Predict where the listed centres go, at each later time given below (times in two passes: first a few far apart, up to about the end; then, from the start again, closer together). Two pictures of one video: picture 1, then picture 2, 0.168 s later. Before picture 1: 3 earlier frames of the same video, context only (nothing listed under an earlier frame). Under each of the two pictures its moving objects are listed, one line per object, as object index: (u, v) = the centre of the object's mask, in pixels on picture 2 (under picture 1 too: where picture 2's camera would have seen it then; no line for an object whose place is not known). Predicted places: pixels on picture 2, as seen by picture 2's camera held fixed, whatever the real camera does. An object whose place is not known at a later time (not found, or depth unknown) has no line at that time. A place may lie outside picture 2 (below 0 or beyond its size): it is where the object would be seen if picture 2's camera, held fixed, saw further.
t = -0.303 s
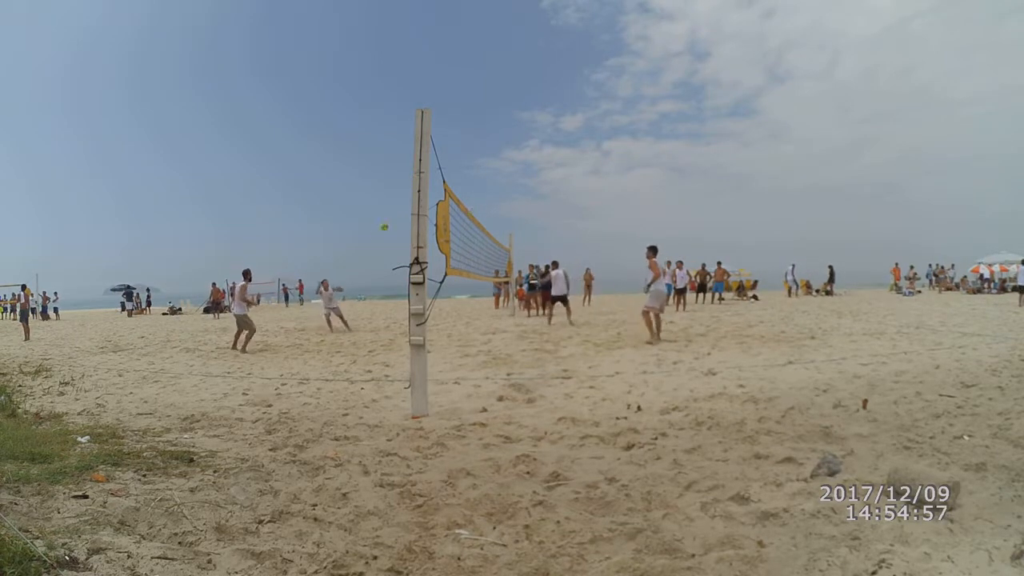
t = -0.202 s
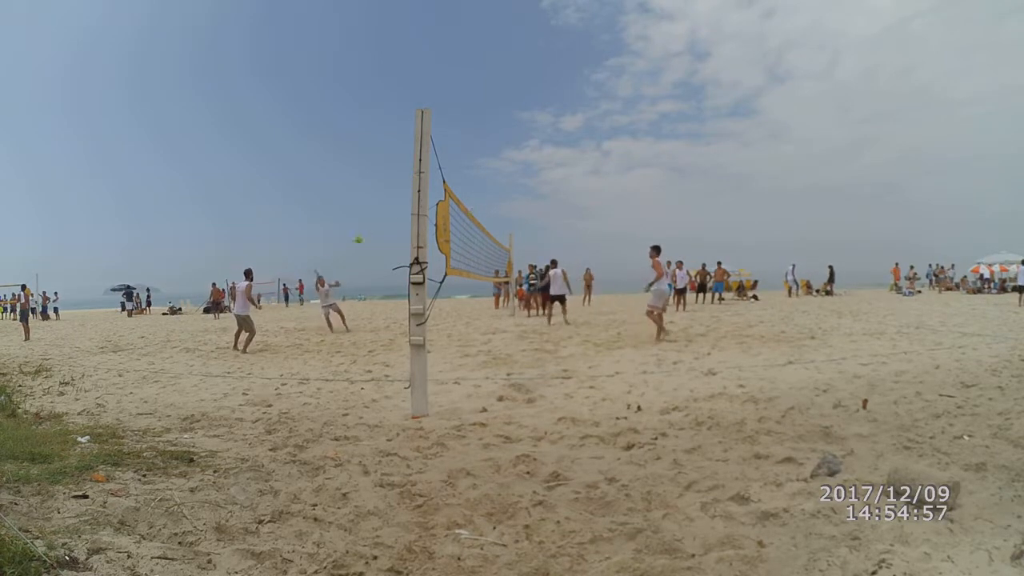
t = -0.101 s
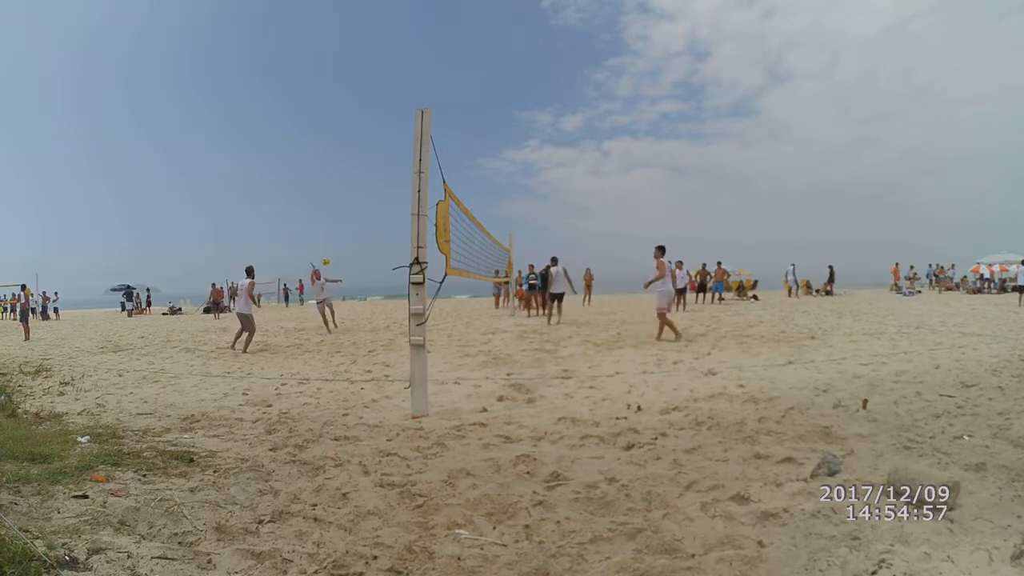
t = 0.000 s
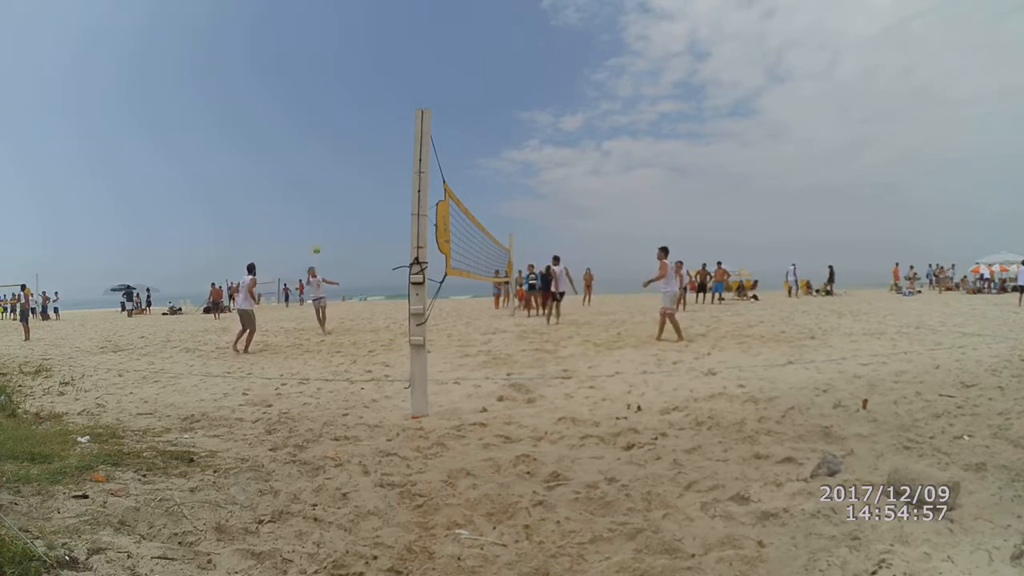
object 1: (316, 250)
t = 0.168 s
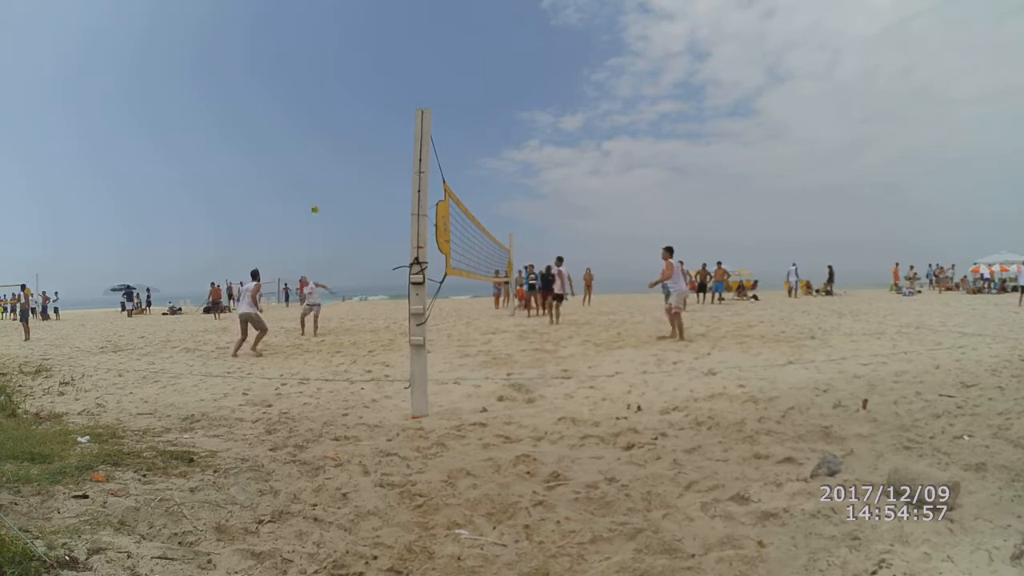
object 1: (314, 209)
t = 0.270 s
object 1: (313, 188)
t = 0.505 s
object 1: (311, 154)
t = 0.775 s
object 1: (308, 136)
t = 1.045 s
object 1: (303, 148)
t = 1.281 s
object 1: (297, 186)
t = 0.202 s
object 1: (314, 201)
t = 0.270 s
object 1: (313, 188)
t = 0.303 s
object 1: (313, 182)
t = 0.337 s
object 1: (312, 177)
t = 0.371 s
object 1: (312, 171)
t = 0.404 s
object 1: (311, 166)
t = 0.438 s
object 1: (311, 161)
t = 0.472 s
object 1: (311, 157)
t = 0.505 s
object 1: (311, 154)
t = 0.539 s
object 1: (310, 150)
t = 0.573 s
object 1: (310, 147)
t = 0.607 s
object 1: (310, 143)
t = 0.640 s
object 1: (310, 141)
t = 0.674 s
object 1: (309, 139)
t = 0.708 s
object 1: (309, 137)
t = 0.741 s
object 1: (308, 137)
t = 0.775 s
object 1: (308, 136)
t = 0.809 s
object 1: (307, 136)
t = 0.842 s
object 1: (307, 136)
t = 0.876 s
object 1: (306, 137)
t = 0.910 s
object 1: (305, 137)
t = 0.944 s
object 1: (304, 140)
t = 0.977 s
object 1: (304, 142)
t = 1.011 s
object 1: (303, 145)
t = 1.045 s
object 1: (303, 148)
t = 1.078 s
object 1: (302, 151)
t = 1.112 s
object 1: (301, 157)
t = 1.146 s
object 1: (300, 160)
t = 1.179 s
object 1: (300, 166)
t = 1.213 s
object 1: (299, 172)
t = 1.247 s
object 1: (298, 179)
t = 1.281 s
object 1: (297, 186)
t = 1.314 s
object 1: (297, 195)
